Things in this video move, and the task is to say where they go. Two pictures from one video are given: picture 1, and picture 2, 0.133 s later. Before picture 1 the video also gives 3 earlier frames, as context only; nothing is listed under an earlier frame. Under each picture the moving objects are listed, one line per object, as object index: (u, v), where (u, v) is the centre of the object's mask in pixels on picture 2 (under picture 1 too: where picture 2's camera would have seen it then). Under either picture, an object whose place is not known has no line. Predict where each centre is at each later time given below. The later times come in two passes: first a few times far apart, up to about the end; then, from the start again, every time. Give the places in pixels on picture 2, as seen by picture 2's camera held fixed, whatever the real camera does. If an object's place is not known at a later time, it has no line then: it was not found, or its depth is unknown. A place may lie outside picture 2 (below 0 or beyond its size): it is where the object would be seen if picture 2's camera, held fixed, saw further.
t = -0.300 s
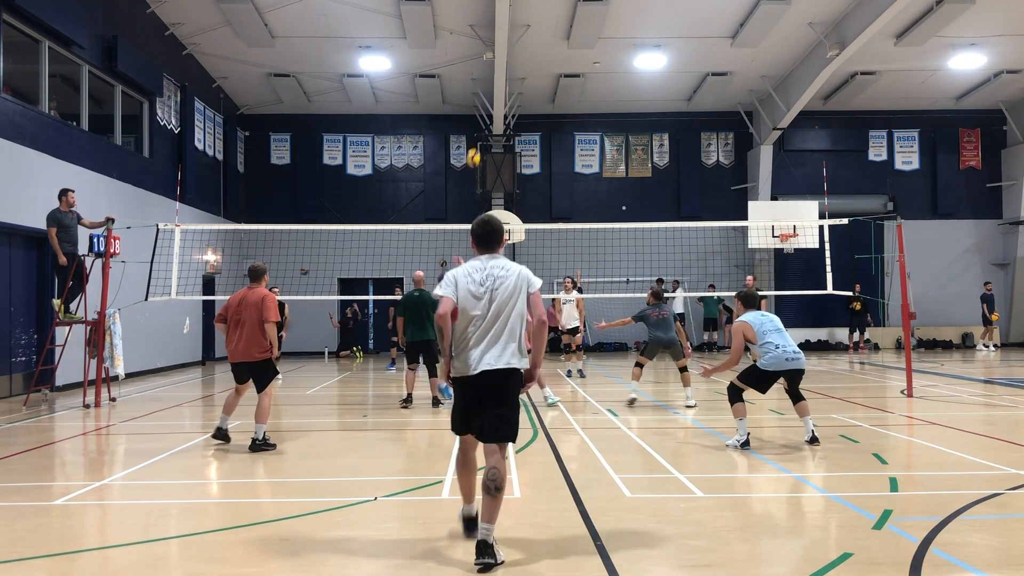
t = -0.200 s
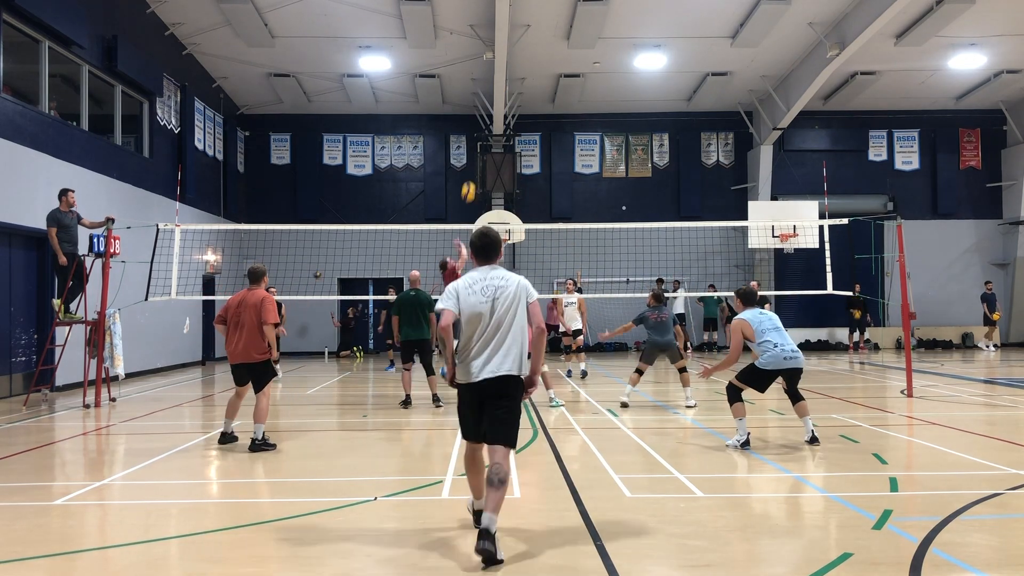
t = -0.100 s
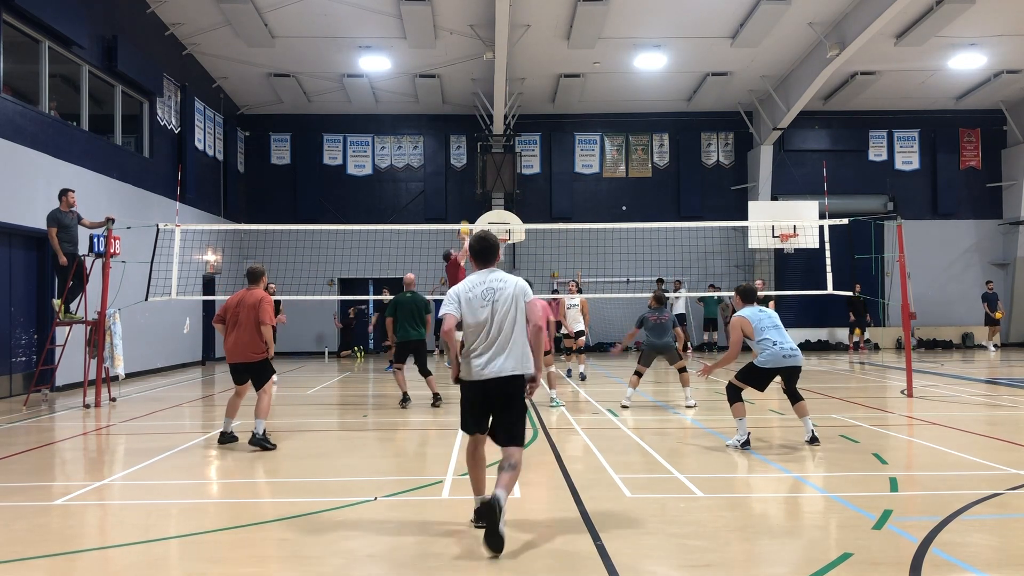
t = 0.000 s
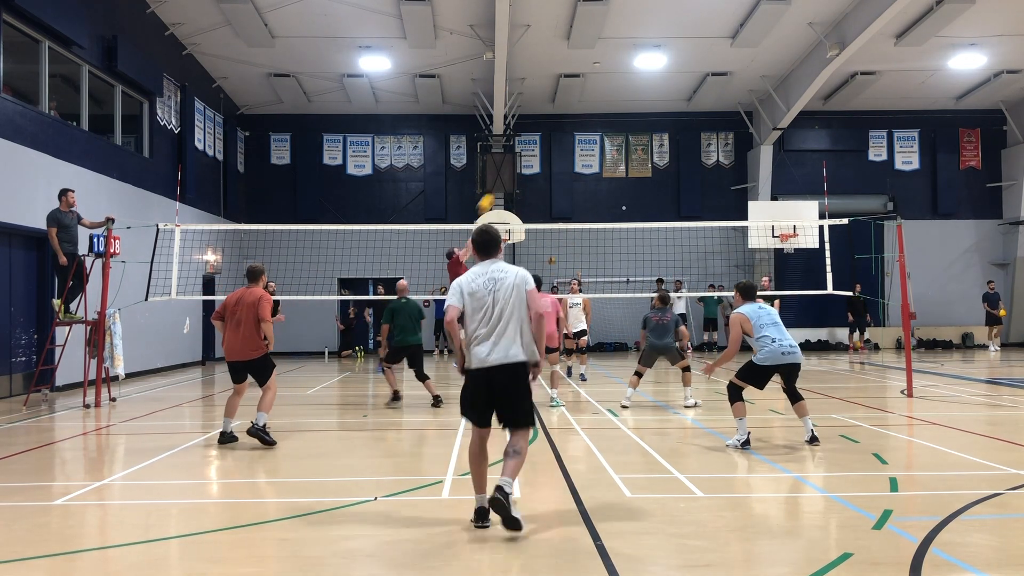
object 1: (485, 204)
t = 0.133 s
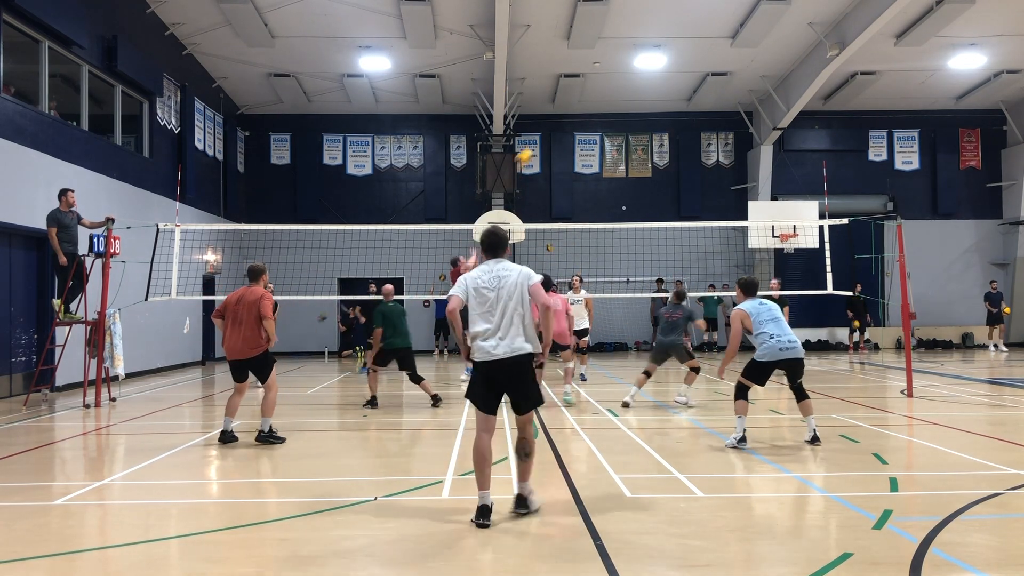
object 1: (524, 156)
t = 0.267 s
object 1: (562, 125)
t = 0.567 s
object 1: (642, 97)
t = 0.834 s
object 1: (709, 121)
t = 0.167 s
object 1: (535, 147)
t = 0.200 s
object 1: (544, 139)
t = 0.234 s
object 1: (552, 132)
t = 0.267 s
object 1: (562, 125)
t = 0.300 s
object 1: (571, 119)
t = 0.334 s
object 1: (580, 114)
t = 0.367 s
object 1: (589, 109)
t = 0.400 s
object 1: (598, 105)
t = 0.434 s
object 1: (607, 102)
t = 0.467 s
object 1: (615, 100)
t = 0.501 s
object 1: (624, 98)
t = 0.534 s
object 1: (633, 97)
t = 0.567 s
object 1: (642, 97)
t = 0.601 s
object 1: (650, 98)
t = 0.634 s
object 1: (659, 99)
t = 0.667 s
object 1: (667, 101)
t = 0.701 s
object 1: (676, 104)
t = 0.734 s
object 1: (684, 107)
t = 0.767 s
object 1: (692, 111)
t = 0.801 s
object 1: (700, 116)
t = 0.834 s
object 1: (709, 121)
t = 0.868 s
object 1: (717, 127)
